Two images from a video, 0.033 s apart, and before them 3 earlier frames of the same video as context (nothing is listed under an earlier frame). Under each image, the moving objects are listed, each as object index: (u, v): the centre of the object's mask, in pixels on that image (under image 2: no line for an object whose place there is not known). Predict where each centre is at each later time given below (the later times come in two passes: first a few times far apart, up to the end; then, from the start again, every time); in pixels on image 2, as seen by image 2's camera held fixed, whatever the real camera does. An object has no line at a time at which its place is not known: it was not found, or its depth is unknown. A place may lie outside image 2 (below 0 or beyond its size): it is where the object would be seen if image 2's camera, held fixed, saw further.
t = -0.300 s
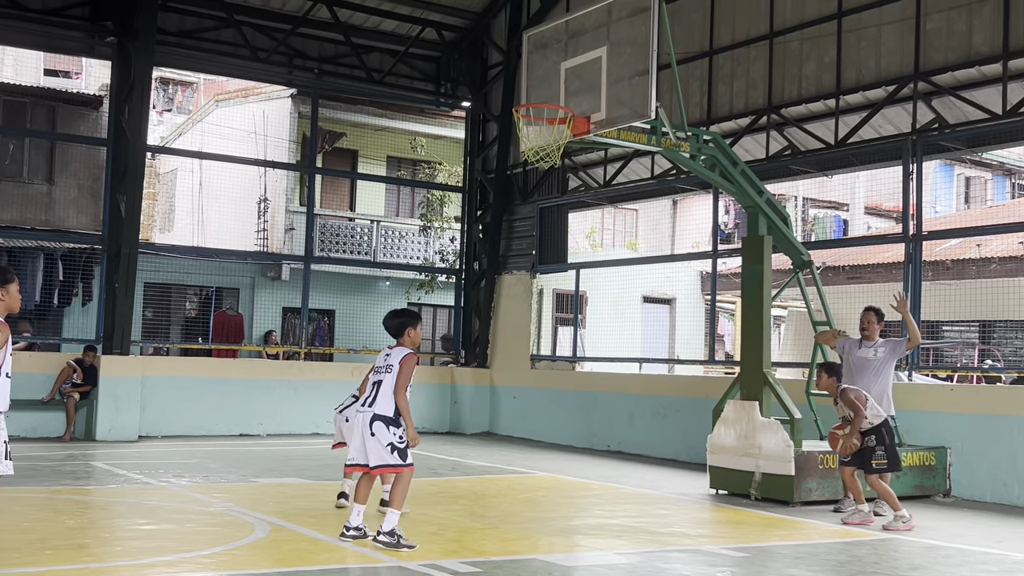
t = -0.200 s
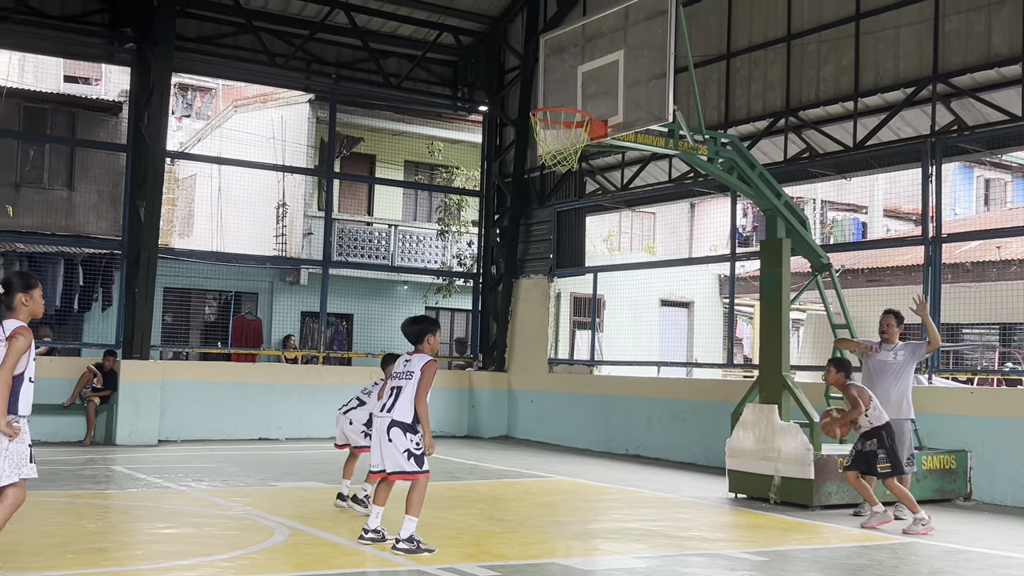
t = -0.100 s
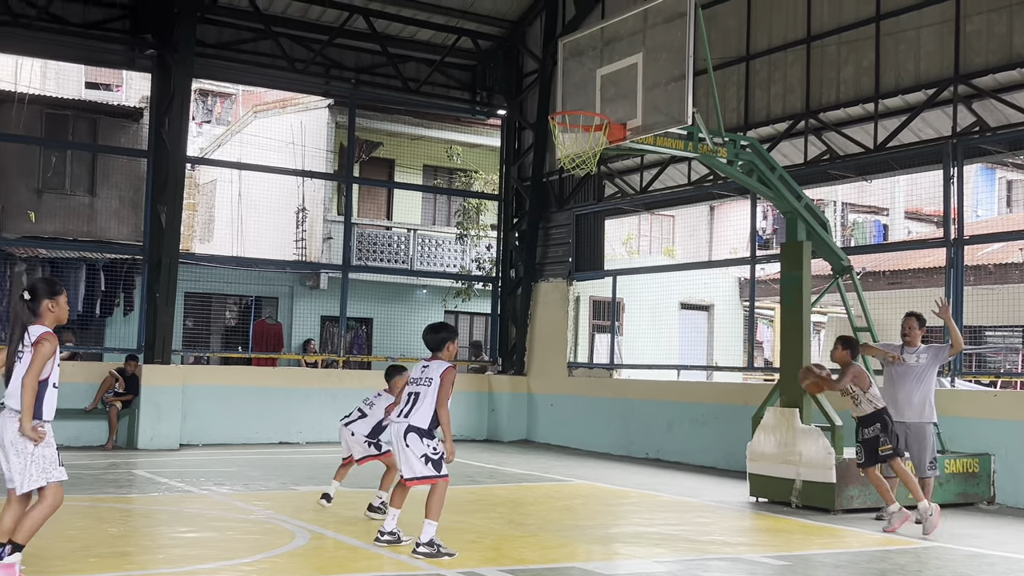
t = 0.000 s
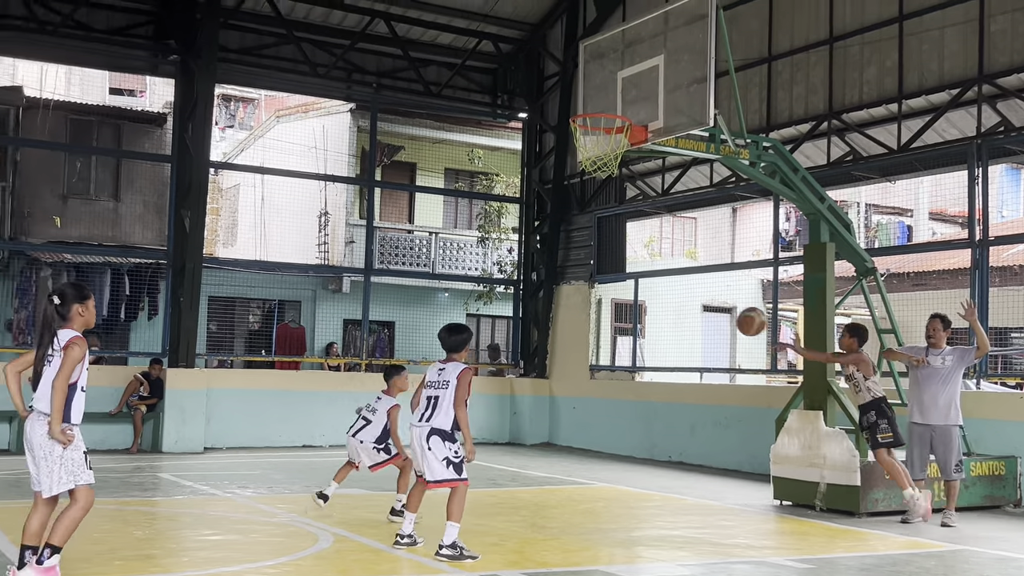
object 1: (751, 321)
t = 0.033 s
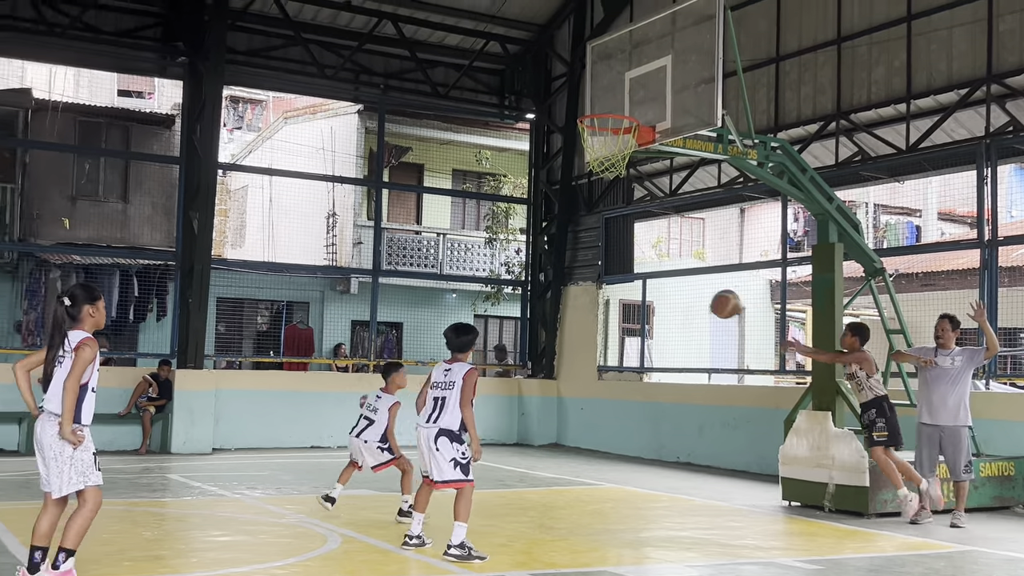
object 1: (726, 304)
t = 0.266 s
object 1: (503, 221)
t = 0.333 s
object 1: (444, 211)
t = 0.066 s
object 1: (692, 288)
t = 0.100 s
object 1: (660, 272)
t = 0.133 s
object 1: (626, 259)
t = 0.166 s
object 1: (596, 248)
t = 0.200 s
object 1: (564, 237)
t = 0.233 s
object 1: (533, 228)
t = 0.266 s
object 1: (503, 221)
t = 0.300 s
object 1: (473, 215)
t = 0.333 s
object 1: (444, 211)
